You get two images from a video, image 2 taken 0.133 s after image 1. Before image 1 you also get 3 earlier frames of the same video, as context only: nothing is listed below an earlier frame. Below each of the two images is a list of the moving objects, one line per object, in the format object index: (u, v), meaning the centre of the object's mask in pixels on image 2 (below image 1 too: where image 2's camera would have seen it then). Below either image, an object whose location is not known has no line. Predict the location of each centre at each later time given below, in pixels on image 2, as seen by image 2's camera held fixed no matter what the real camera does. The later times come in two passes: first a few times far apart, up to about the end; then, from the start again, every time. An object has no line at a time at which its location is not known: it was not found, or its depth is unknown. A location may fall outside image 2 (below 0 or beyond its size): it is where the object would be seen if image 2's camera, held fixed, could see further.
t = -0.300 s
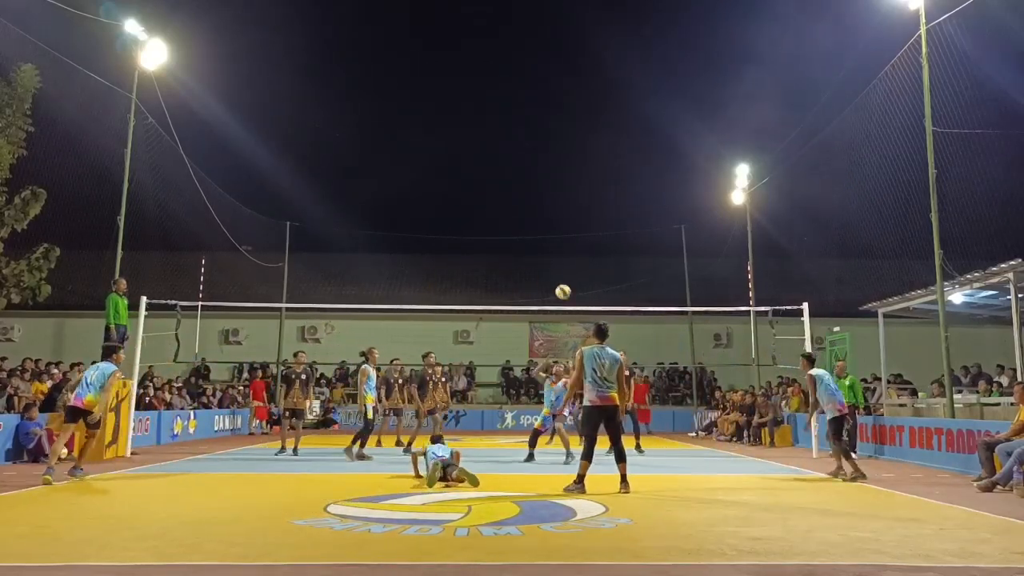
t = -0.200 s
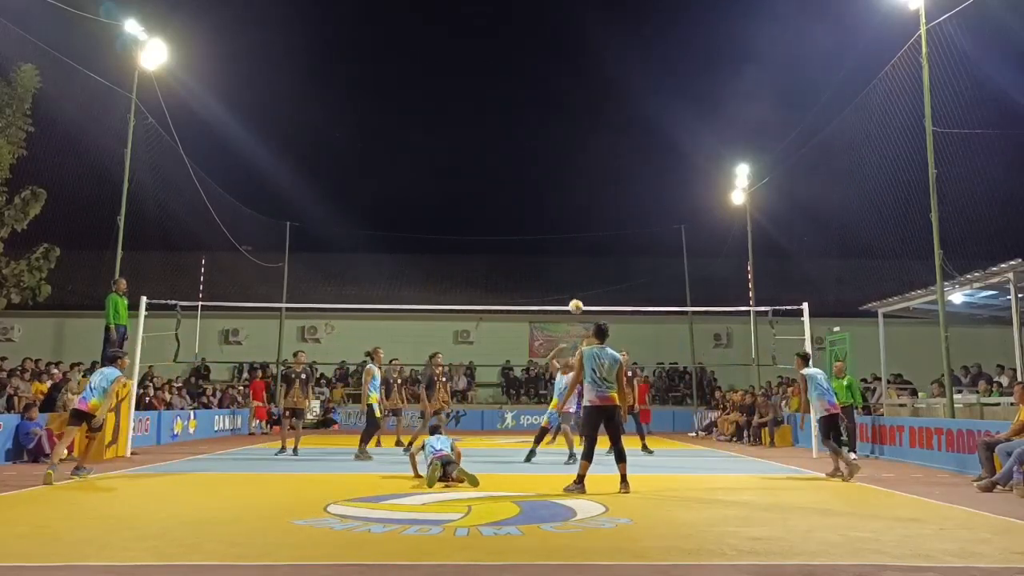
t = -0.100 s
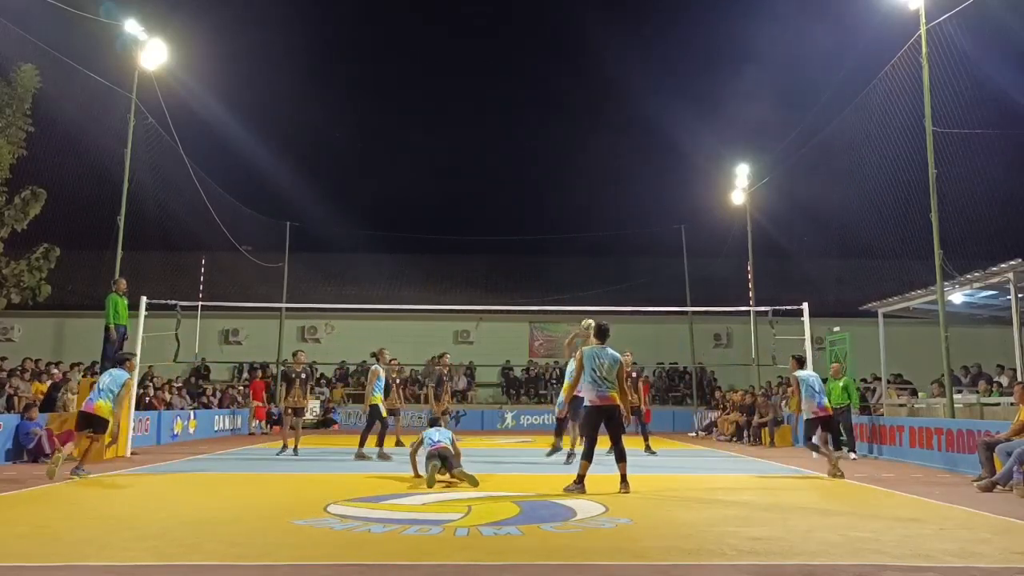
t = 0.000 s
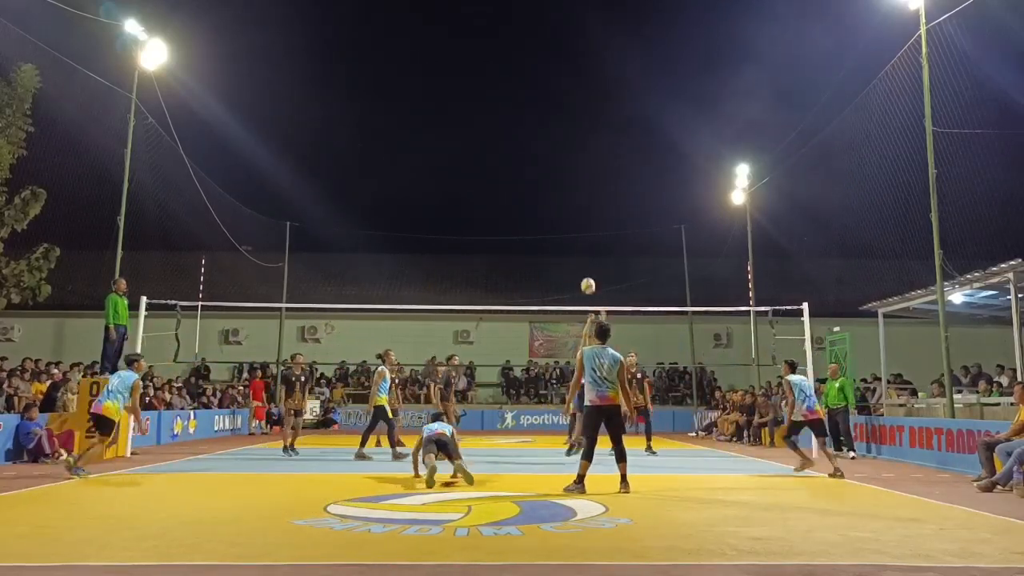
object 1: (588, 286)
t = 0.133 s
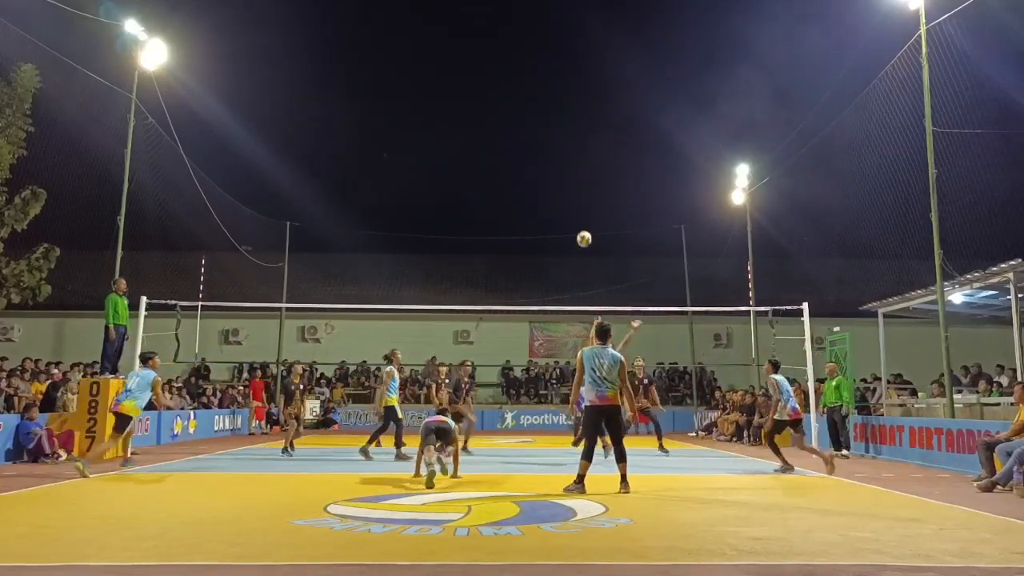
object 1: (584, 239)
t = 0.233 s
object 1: (581, 211)
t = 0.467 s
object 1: (576, 169)
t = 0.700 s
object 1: (571, 163)
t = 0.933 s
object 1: (564, 196)
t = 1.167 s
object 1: (557, 274)
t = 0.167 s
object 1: (583, 229)
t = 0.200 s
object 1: (582, 219)
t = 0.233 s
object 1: (581, 211)
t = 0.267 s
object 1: (580, 203)
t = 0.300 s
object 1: (580, 195)
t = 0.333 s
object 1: (579, 189)
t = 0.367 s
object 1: (578, 182)
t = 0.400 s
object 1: (578, 177)
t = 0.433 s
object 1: (577, 173)
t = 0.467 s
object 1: (576, 169)
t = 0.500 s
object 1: (575, 166)
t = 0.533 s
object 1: (575, 163)
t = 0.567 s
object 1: (574, 162)
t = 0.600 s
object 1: (573, 161)
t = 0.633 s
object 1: (572, 161)
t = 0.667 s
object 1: (572, 162)
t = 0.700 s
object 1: (571, 163)
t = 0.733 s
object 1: (570, 165)
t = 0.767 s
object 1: (569, 168)
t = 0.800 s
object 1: (568, 172)
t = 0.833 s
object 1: (567, 177)
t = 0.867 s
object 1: (567, 182)
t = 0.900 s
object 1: (565, 188)
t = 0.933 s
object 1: (564, 196)
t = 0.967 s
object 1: (563, 204)
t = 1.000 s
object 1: (563, 213)
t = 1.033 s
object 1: (561, 223)
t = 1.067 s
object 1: (560, 235)
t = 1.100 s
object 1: (559, 247)
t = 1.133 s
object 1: (558, 260)
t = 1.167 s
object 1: (557, 274)
